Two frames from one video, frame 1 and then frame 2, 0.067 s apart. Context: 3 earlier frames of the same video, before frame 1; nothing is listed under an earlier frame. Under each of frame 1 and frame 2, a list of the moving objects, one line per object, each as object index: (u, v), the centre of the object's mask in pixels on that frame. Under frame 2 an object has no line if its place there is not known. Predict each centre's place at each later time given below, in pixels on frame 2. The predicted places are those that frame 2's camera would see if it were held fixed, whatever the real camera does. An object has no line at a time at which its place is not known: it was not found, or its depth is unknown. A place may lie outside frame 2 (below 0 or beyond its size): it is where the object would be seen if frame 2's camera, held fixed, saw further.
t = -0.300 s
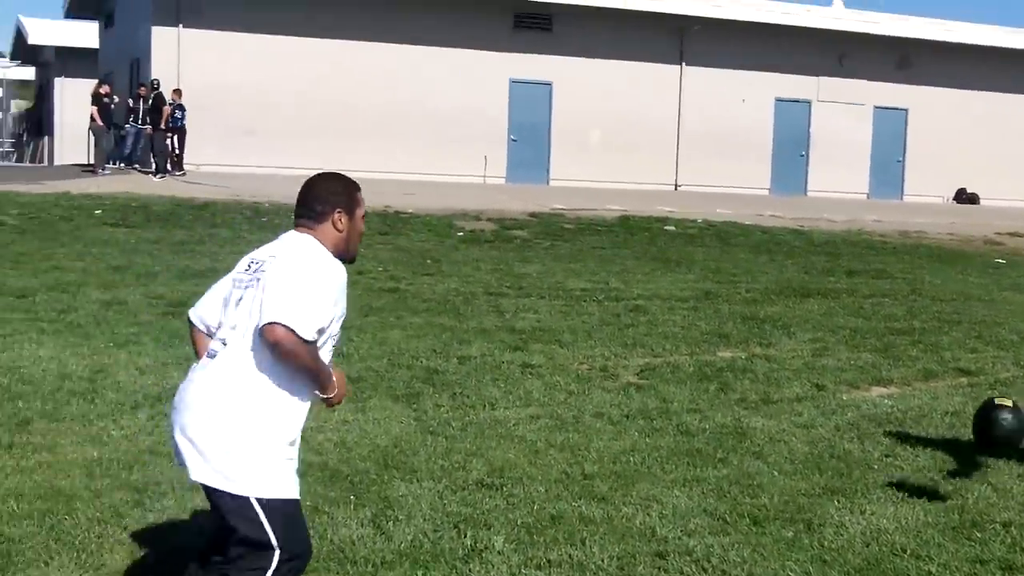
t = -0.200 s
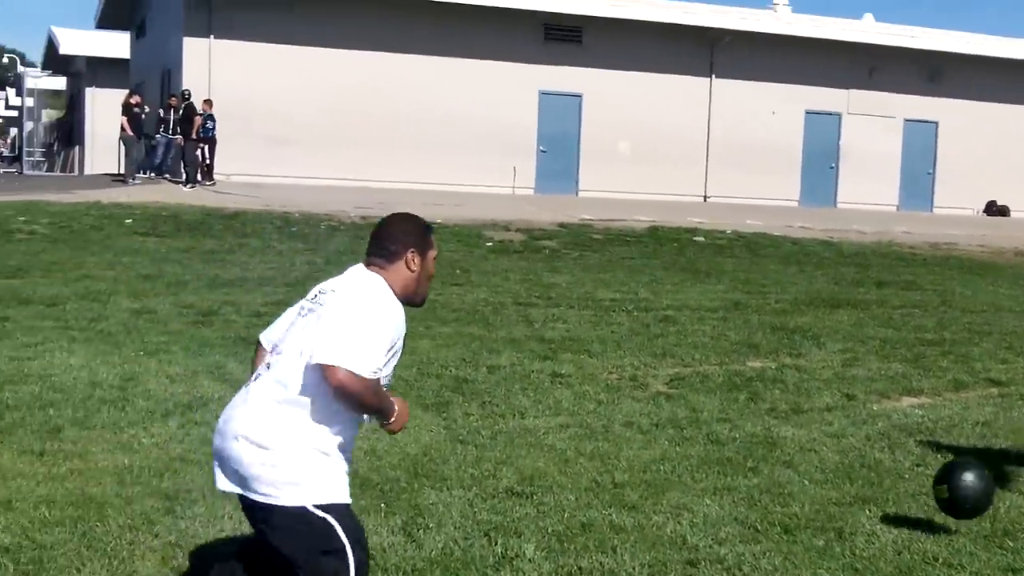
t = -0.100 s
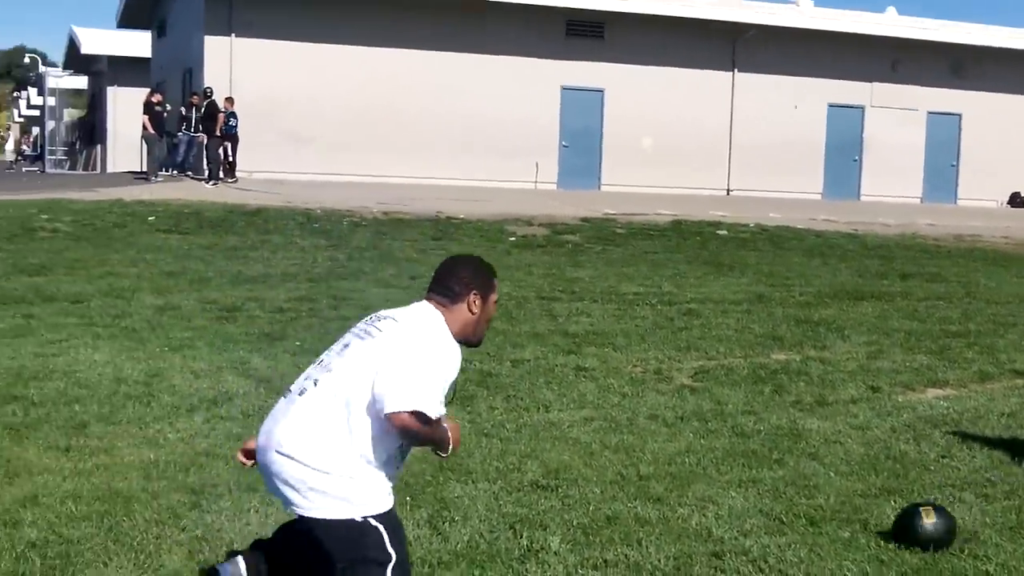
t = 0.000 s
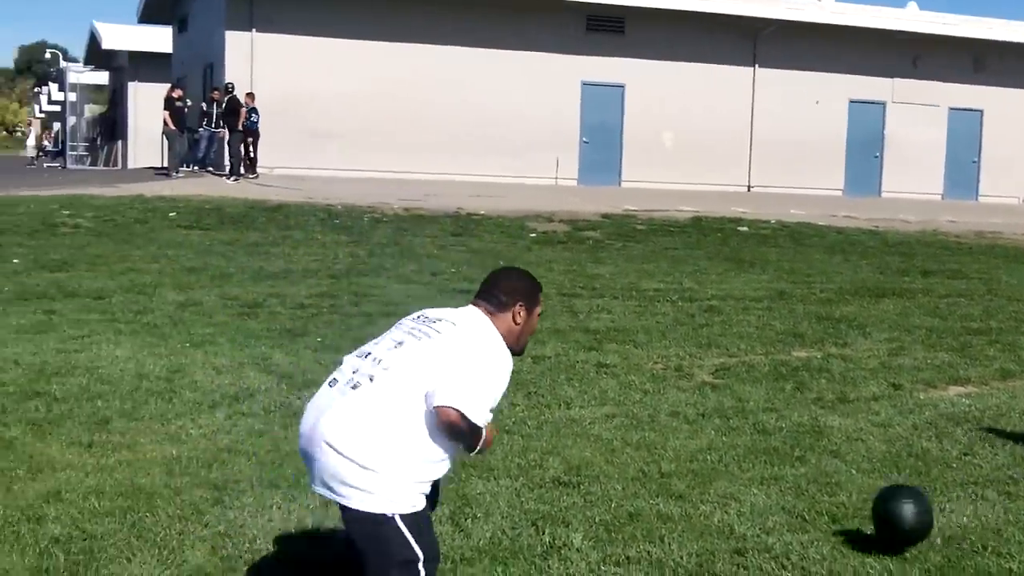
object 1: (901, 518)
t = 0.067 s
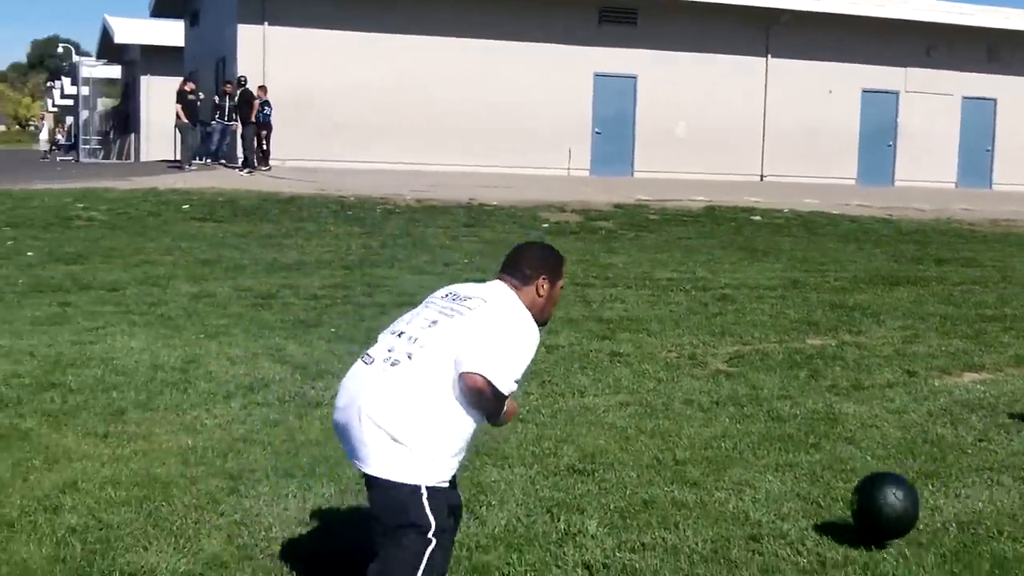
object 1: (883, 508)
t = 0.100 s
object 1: (867, 511)
